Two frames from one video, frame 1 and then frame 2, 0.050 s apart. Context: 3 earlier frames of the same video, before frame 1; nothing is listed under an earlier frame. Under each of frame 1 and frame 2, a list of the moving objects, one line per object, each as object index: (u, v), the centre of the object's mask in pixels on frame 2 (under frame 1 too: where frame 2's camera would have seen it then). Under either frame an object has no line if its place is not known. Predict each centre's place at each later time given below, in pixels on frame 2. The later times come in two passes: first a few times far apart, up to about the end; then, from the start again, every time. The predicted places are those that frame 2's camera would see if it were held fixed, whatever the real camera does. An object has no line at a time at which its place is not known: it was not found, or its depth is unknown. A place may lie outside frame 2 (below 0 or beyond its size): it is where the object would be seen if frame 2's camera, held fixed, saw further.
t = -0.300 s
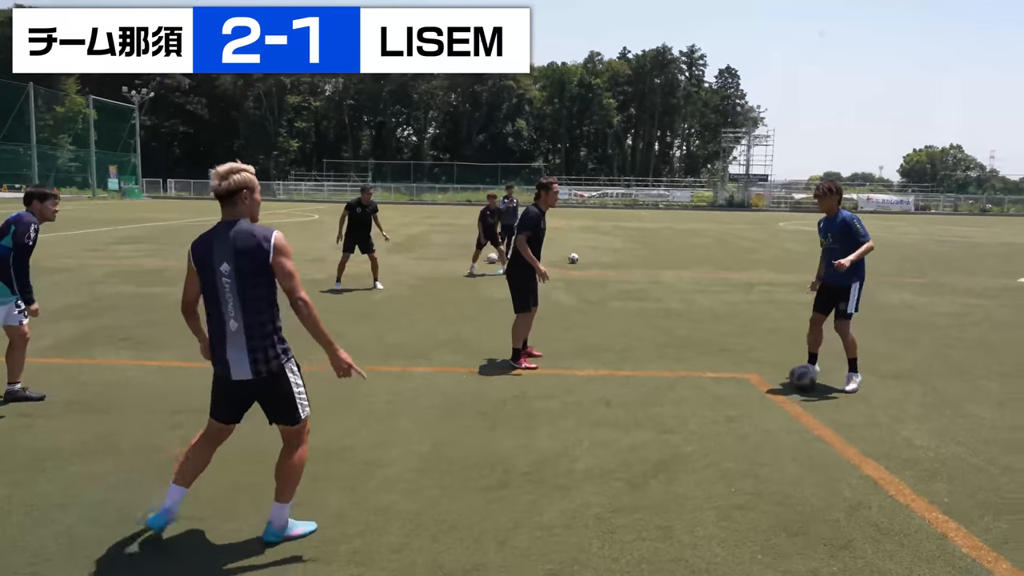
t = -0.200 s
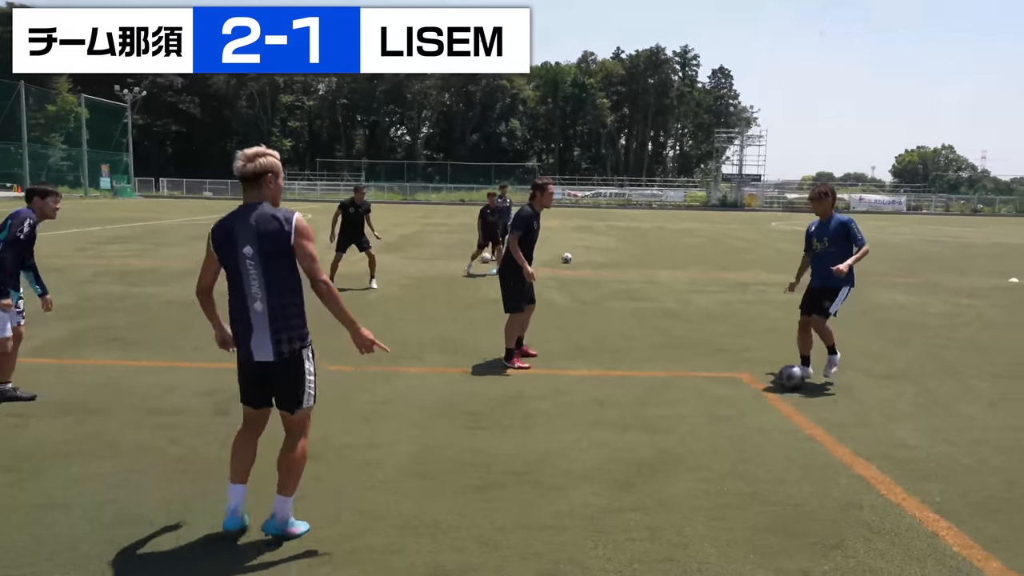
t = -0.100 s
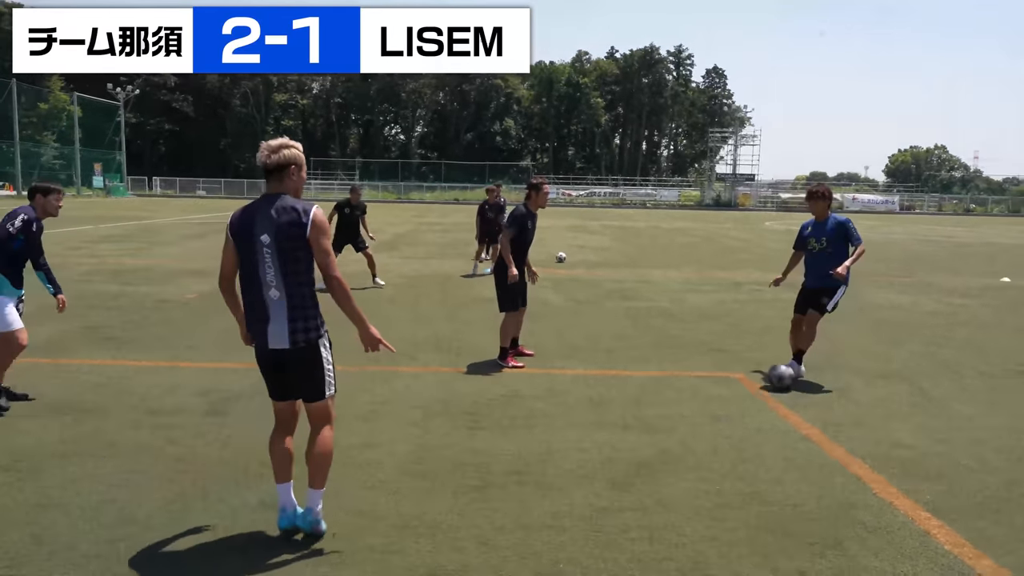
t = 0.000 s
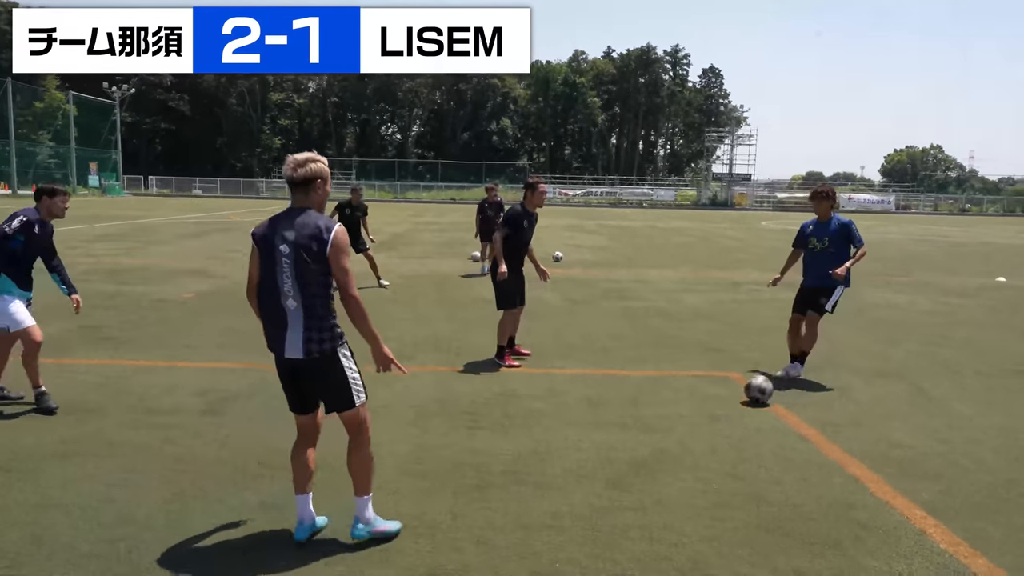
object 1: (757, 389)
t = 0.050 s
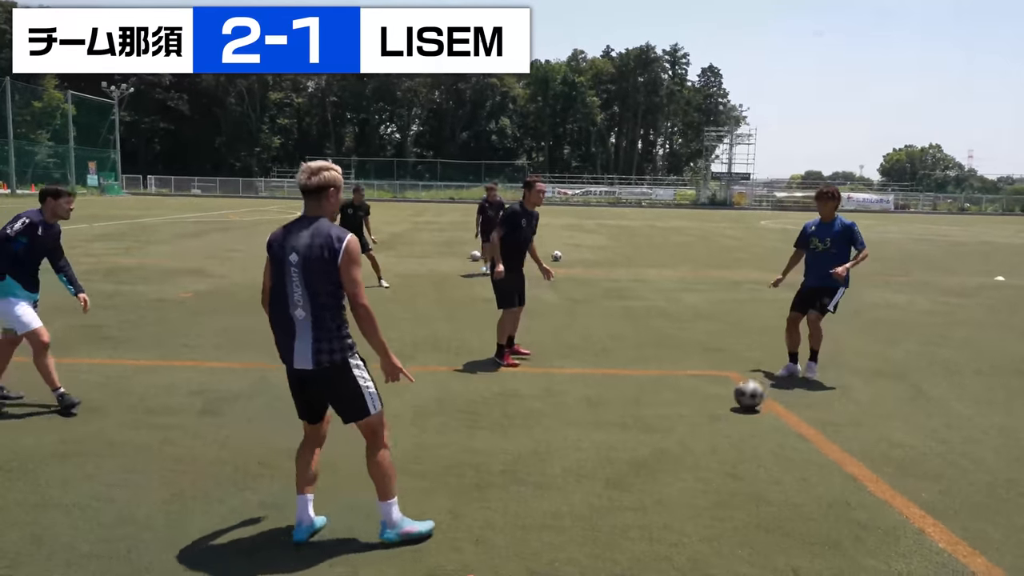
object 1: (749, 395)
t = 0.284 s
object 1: (706, 426)
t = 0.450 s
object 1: (670, 453)
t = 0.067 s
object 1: (746, 397)
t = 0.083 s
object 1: (742, 397)
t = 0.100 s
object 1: (740, 400)
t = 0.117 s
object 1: (737, 402)
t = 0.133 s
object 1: (734, 405)
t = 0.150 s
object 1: (731, 408)
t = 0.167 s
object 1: (727, 412)
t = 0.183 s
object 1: (724, 414)
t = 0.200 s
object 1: (722, 416)
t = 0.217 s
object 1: (718, 417)
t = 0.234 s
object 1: (716, 419)
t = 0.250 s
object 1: (712, 421)
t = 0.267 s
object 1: (709, 424)
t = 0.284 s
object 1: (706, 426)
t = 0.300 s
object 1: (702, 430)
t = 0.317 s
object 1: (699, 431)
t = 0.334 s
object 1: (696, 433)
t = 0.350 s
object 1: (692, 436)
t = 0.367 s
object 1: (689, 438)
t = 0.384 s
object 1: (685, 441)
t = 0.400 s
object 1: (681, 444)
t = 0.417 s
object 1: (677, 448)
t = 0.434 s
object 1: (673, 451)
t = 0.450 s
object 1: (670, 453)
